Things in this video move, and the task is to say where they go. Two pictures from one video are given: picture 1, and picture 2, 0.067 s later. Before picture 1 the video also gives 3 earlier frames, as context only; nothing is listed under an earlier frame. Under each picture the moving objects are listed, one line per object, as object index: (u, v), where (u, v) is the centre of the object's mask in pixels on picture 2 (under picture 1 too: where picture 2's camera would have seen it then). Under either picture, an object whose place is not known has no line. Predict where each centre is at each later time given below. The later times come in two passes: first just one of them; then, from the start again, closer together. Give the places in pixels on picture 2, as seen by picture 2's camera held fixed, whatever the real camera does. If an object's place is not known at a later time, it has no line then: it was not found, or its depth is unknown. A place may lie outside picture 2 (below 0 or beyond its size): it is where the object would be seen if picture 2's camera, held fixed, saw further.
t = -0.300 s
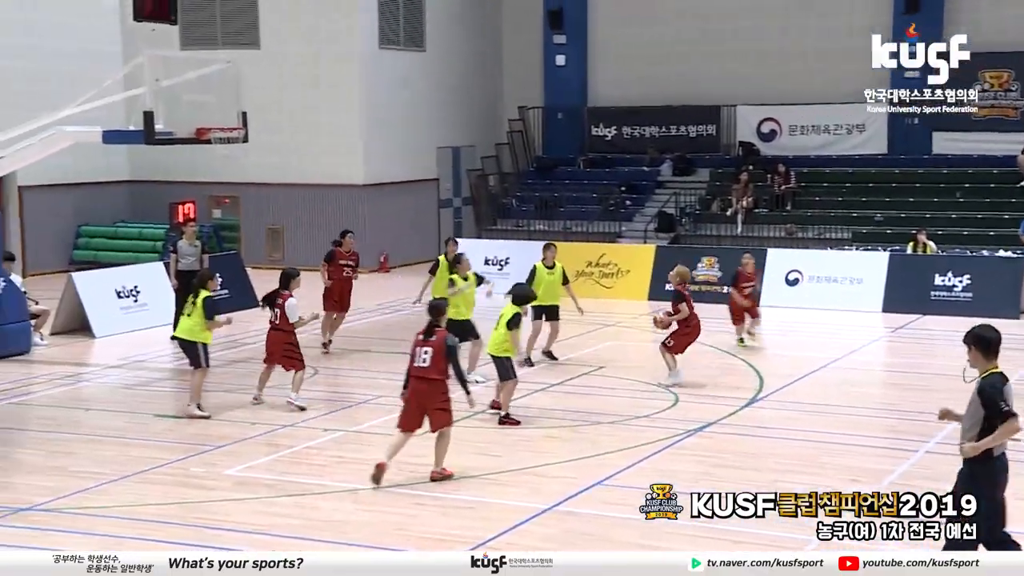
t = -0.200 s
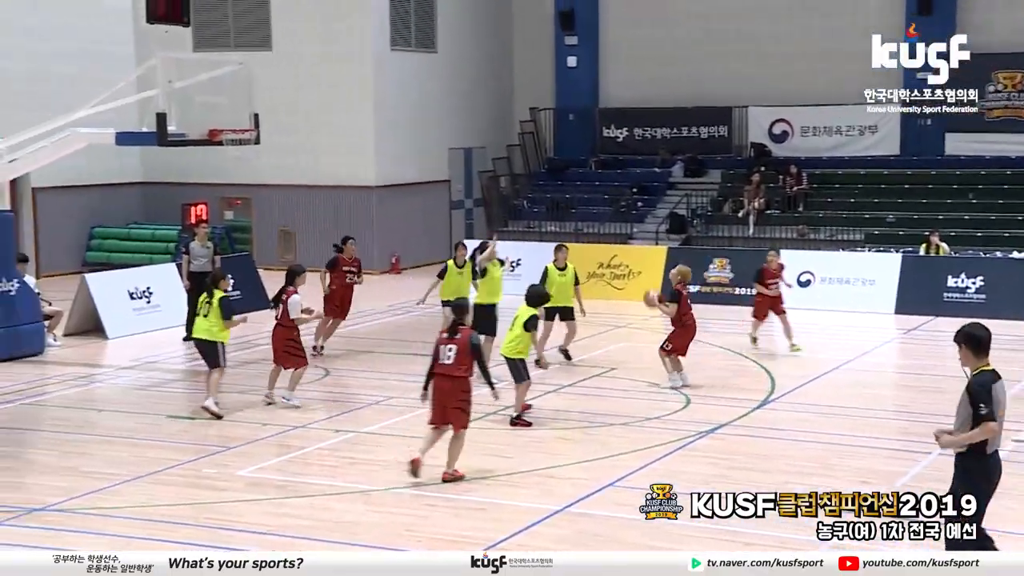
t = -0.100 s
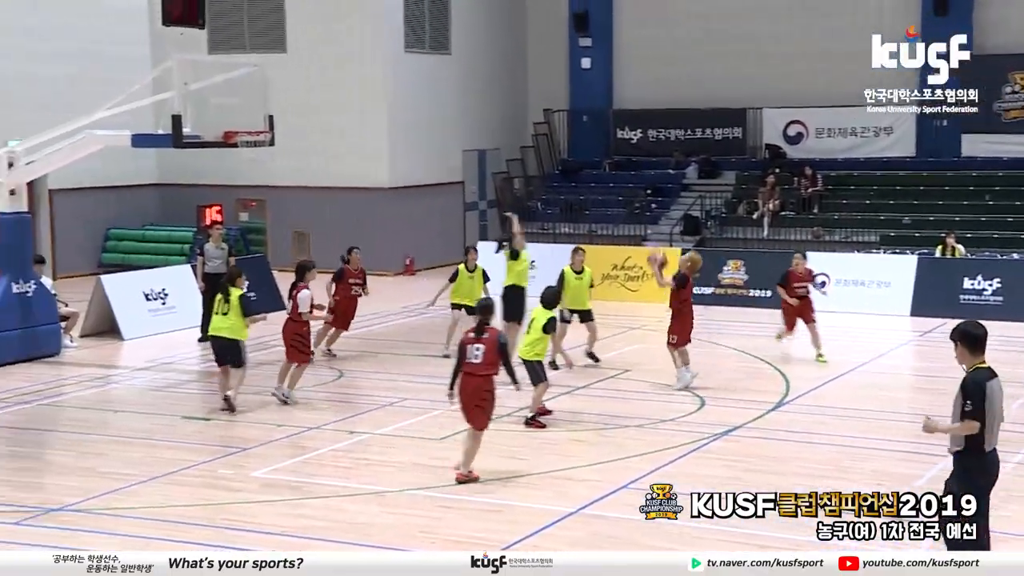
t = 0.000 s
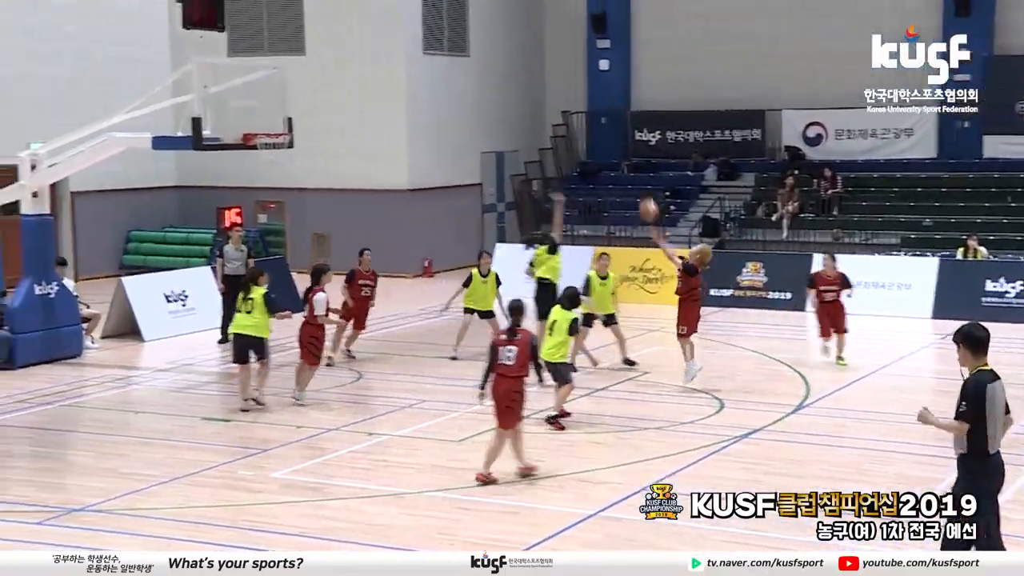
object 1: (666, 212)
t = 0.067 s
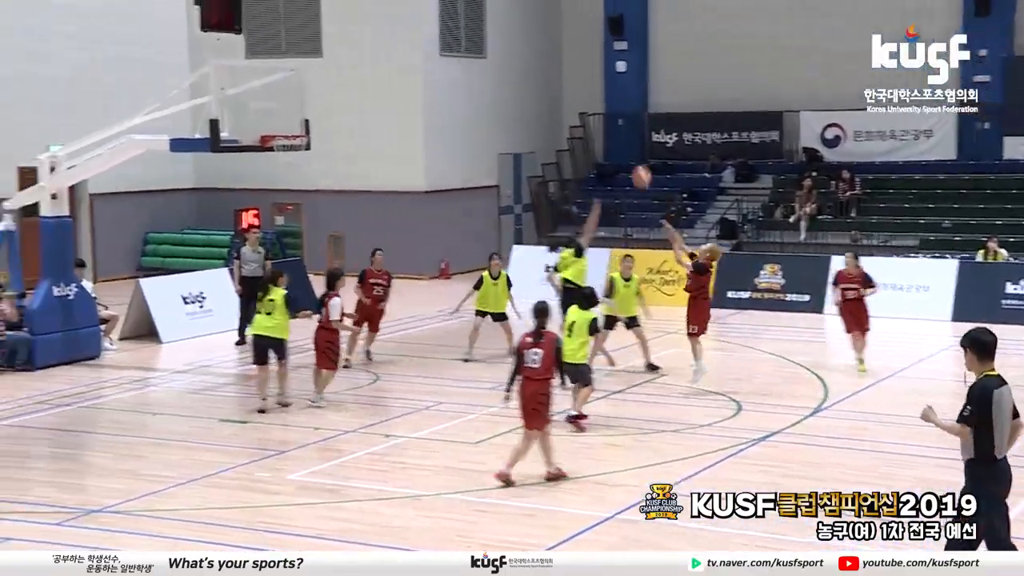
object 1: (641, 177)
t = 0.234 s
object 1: (583, 107)
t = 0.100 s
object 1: (629, 162)
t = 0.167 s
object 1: (608, 132)
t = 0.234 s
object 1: (583, 107)
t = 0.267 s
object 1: (576, 94)
